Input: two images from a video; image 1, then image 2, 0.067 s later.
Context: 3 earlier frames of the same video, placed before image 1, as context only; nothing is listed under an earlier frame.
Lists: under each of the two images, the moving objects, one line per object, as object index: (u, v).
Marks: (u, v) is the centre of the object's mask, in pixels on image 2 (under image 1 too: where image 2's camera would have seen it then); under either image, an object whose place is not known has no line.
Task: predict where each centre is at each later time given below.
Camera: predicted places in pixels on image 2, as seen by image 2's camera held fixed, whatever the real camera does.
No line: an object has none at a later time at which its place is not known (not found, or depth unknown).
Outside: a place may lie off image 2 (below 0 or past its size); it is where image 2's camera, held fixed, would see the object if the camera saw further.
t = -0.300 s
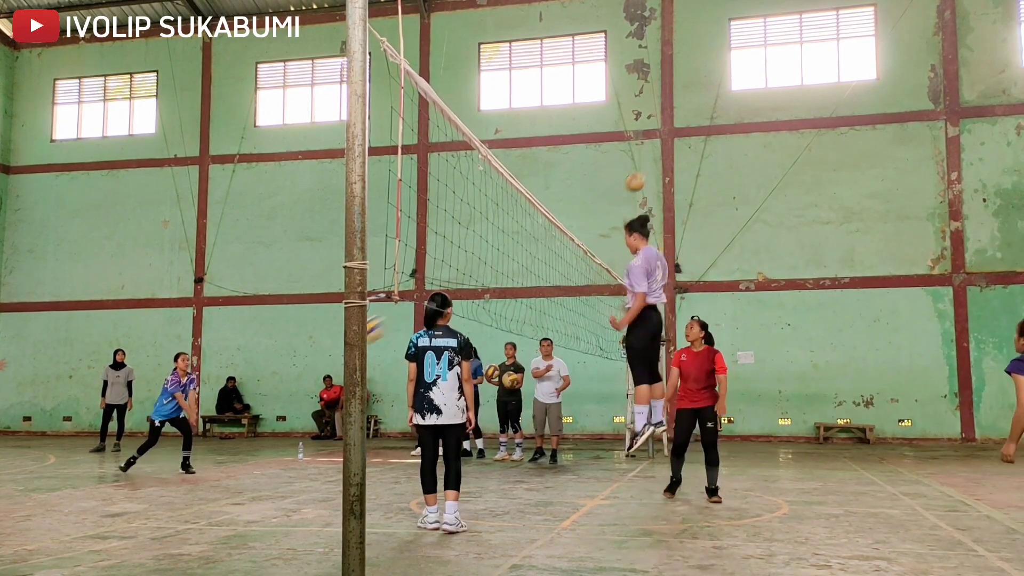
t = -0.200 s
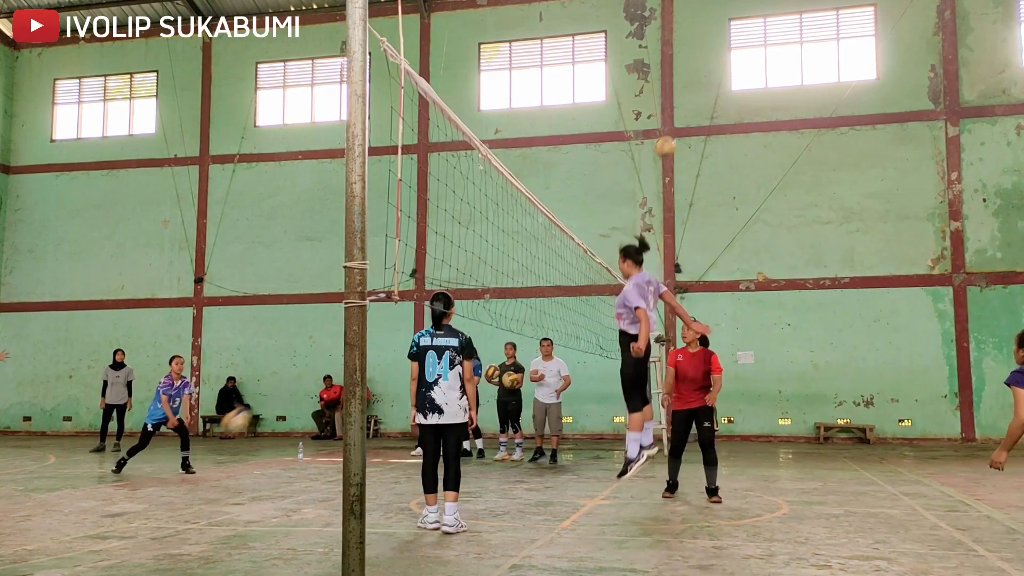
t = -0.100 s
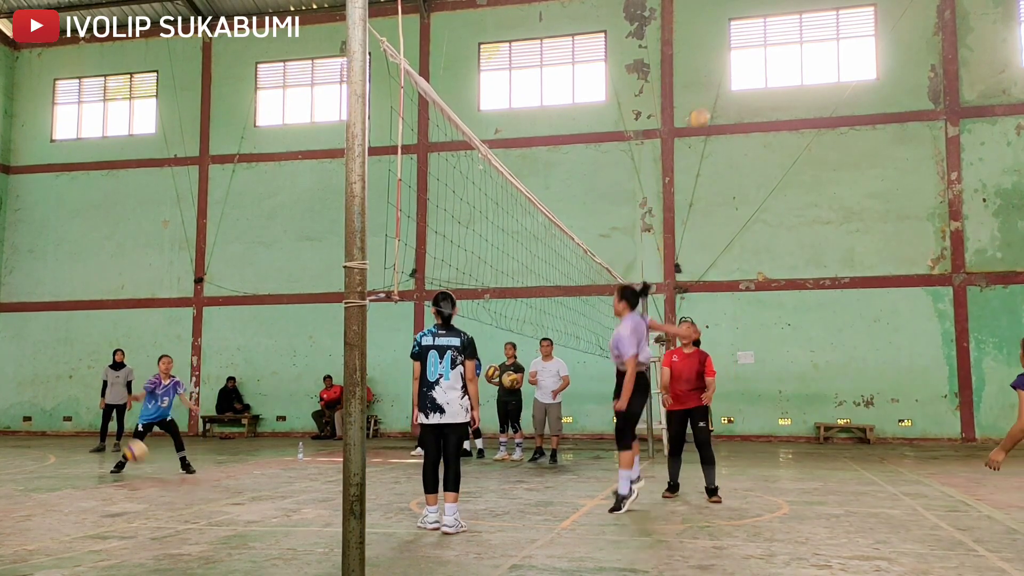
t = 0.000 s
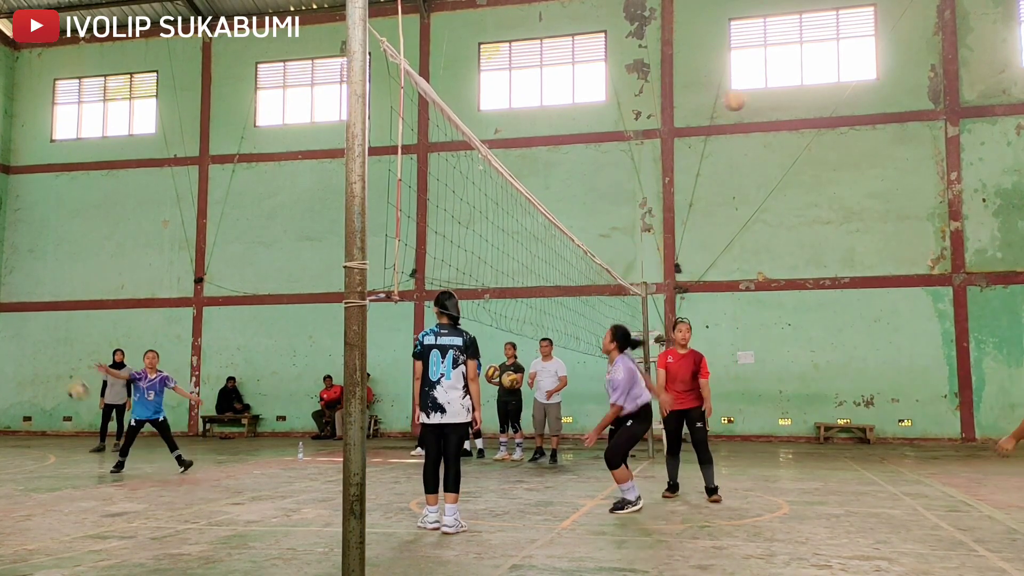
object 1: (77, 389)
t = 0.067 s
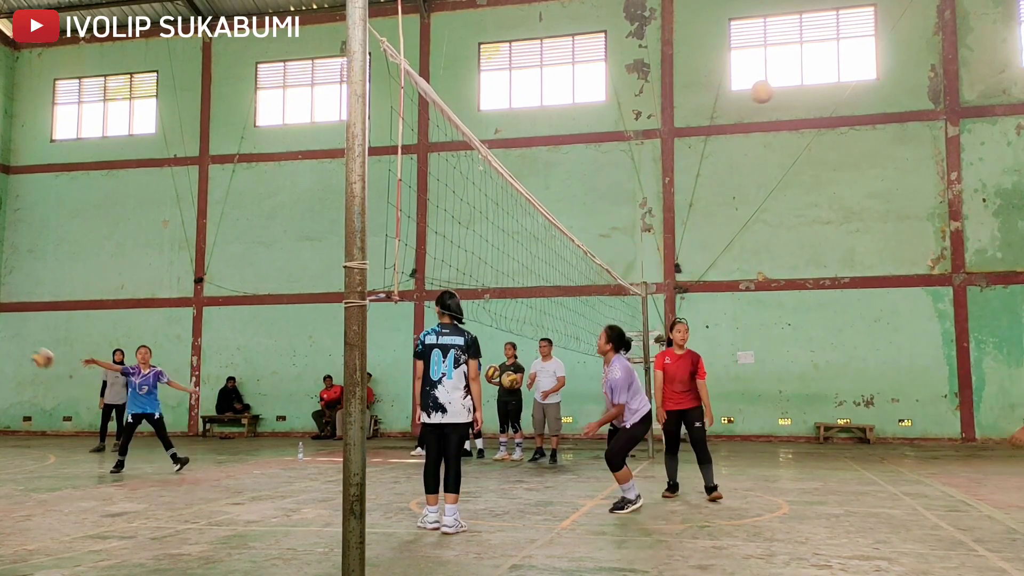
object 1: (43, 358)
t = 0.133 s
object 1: (10, 333)
